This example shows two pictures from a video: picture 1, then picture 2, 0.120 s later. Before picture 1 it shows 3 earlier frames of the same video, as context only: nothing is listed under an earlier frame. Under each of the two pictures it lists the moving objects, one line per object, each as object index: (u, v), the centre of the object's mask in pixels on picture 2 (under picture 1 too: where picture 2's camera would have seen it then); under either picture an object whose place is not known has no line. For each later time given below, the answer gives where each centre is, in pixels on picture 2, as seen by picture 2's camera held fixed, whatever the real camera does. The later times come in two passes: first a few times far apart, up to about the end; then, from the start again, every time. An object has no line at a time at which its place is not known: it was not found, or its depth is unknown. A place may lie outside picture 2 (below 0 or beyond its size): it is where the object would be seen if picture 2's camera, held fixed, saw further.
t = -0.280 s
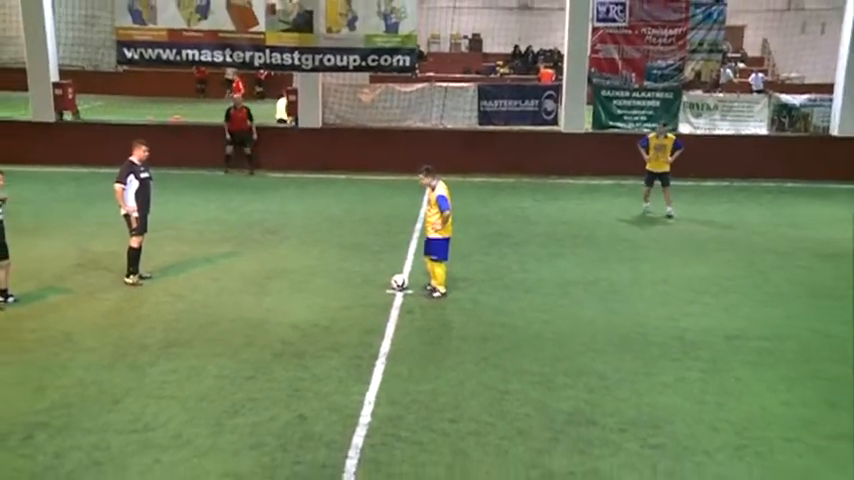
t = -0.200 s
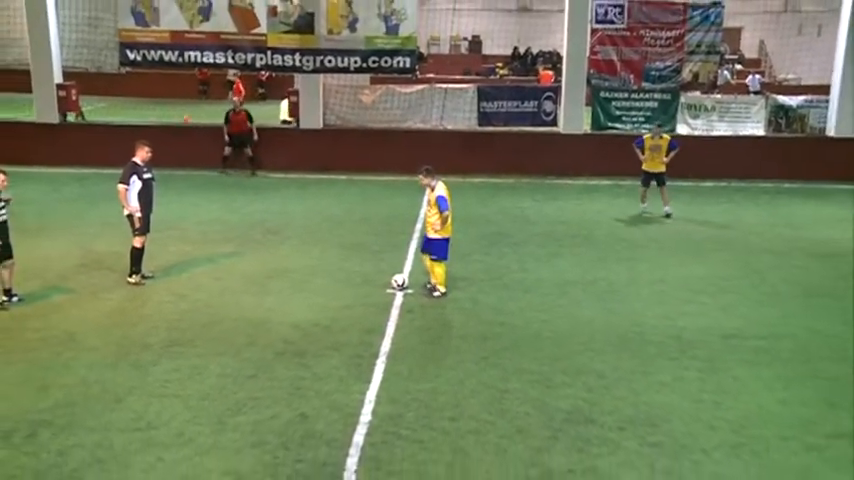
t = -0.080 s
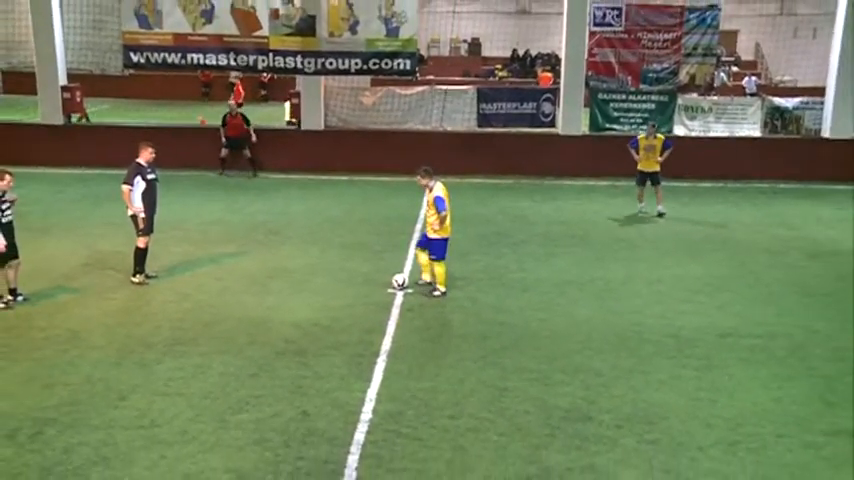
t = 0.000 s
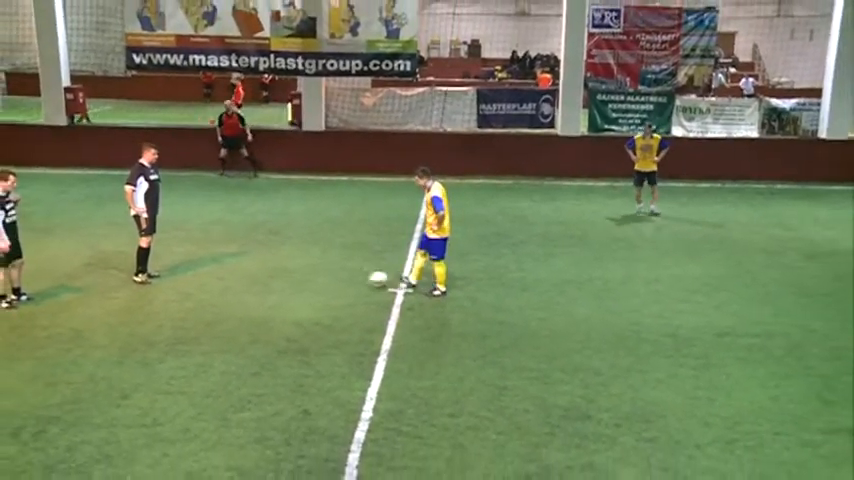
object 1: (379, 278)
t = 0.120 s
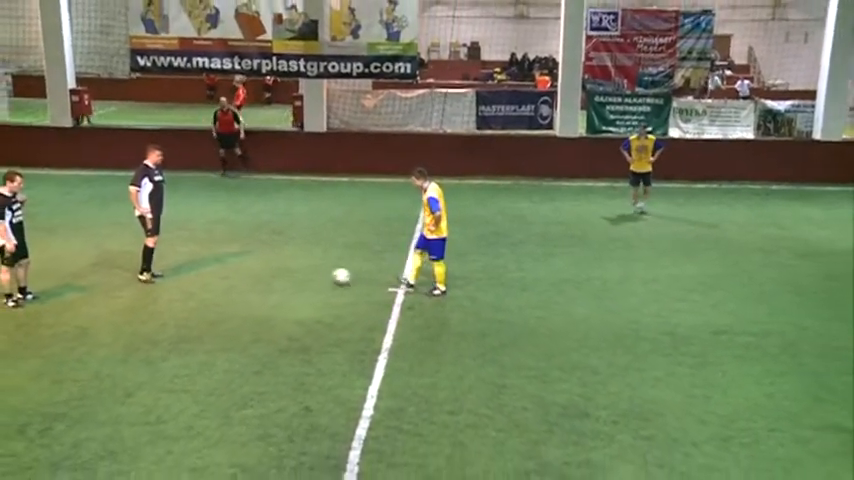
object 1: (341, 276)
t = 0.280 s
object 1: (297, 274)
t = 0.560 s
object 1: (234, 270)
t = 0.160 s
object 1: (329, 276)
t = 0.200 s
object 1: (318, 275)
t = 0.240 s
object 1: (307, 274)
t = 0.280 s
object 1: (297, 274)
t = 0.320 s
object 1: (288, 273)
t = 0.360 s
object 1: (279, 273)
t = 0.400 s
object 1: (270, 272)
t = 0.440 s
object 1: (260, 271)
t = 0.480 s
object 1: (251, 271)
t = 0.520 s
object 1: (242, 271)
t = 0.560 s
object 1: (234, 270)
